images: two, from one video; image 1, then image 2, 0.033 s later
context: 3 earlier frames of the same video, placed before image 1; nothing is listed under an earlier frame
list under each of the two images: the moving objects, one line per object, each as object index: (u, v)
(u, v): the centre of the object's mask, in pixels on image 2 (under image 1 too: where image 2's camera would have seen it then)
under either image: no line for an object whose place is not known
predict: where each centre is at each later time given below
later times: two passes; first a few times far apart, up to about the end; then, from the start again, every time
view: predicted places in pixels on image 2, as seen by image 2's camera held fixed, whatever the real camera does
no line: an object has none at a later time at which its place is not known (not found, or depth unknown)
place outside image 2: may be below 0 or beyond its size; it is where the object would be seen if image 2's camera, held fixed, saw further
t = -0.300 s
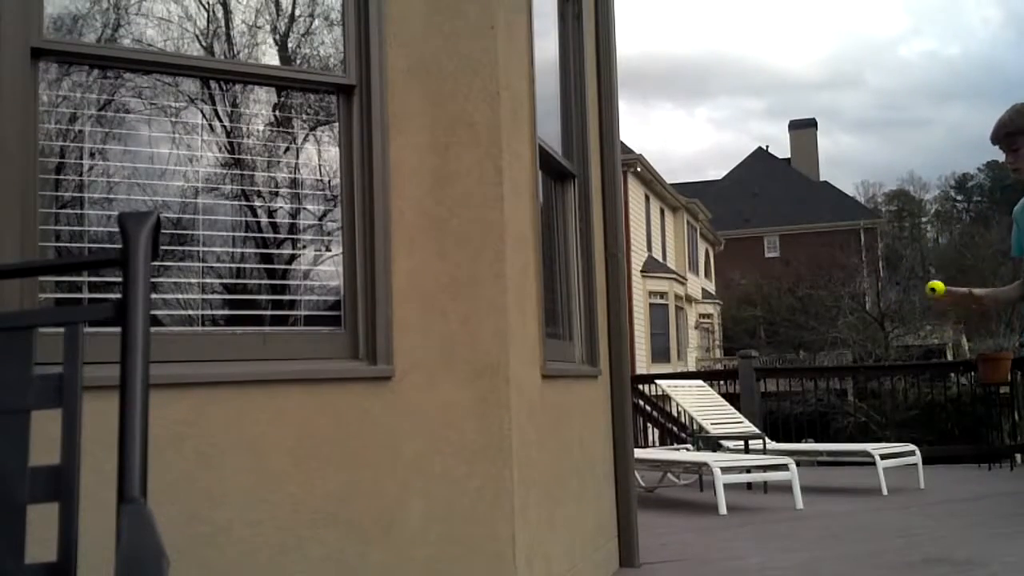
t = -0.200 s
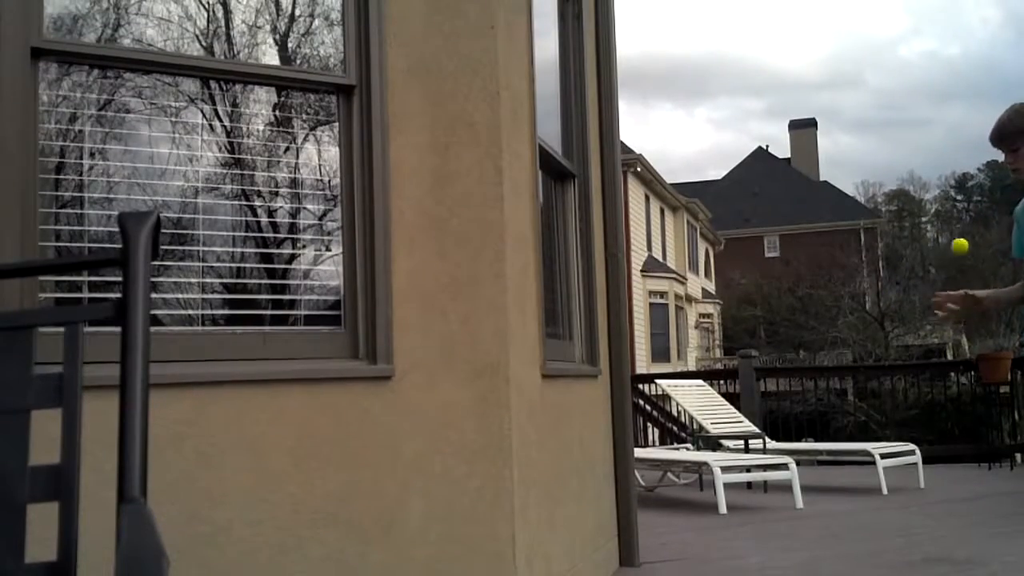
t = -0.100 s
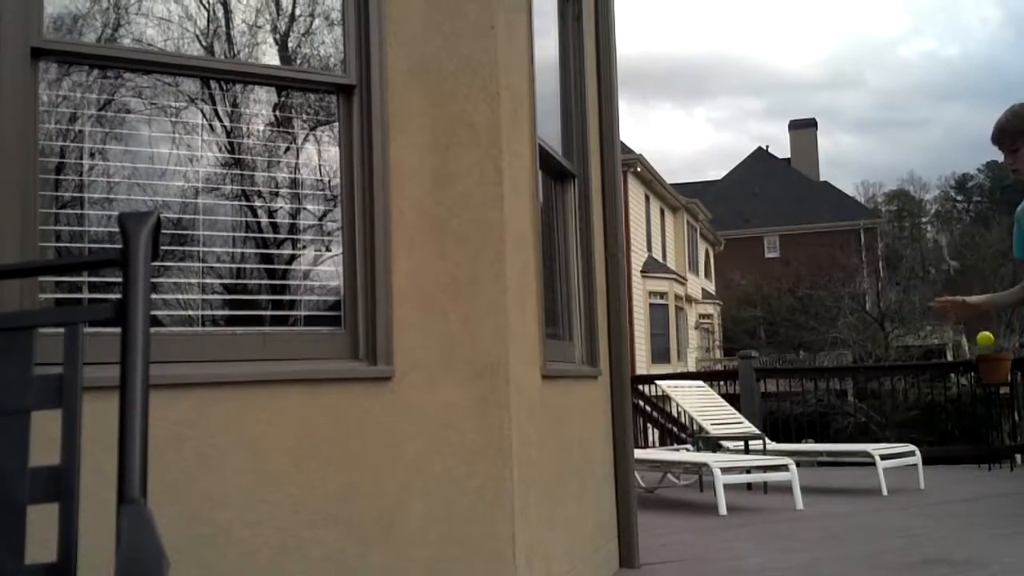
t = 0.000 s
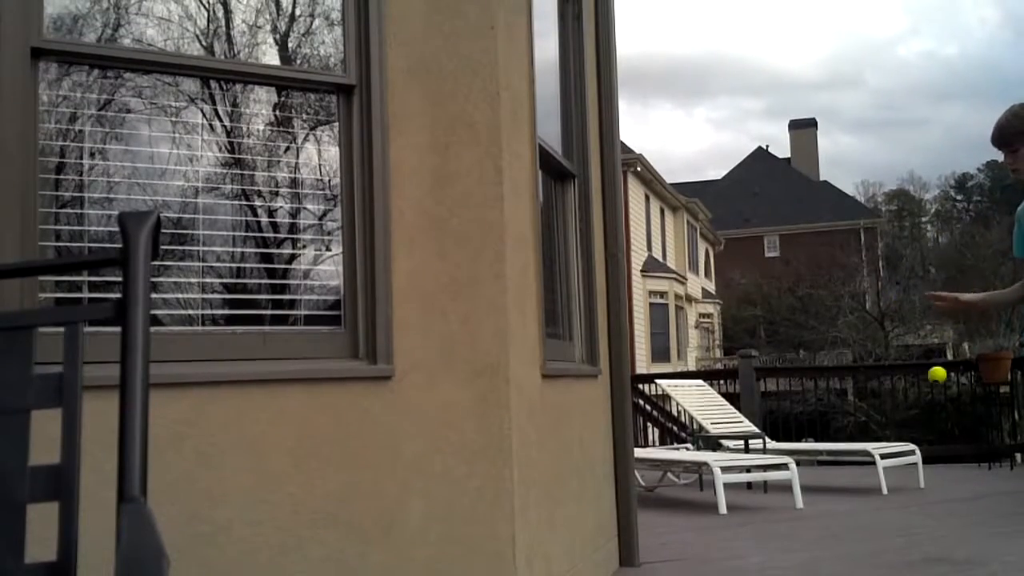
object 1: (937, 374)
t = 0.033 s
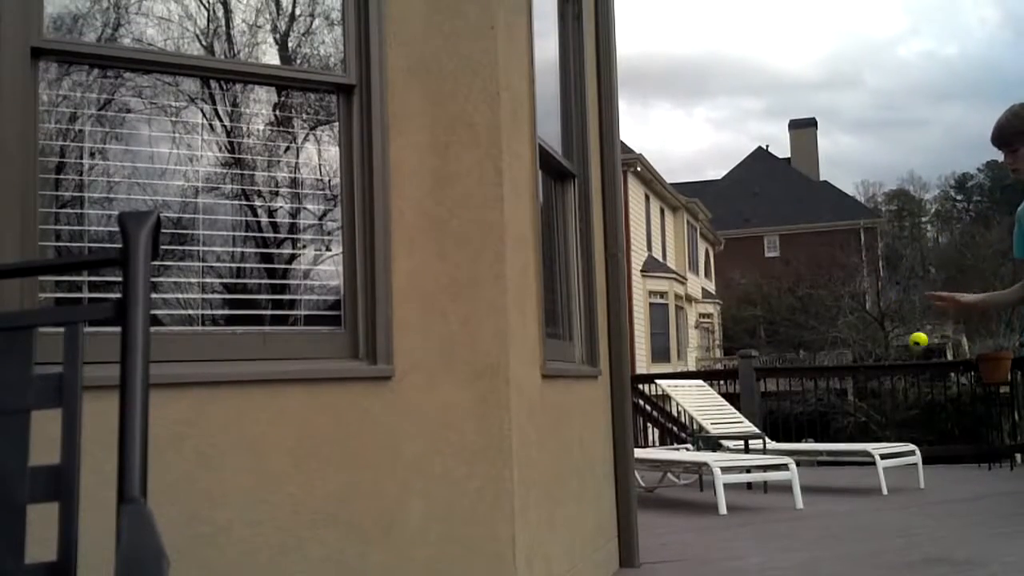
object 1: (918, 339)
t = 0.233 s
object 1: (919, 151)
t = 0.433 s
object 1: (966, 157)
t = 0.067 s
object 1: (906, 296)
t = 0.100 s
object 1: (902, 253)
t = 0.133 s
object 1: (902, 216)
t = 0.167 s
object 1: (905, 185)
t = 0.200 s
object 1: (911, 164)
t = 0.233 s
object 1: (919, 151)
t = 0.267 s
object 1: (927, 142)
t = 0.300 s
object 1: (934, 137)
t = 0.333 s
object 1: (942, 137)
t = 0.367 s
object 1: (950, 140)
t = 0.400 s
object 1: (958, 147)
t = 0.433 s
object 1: (966, 157)
